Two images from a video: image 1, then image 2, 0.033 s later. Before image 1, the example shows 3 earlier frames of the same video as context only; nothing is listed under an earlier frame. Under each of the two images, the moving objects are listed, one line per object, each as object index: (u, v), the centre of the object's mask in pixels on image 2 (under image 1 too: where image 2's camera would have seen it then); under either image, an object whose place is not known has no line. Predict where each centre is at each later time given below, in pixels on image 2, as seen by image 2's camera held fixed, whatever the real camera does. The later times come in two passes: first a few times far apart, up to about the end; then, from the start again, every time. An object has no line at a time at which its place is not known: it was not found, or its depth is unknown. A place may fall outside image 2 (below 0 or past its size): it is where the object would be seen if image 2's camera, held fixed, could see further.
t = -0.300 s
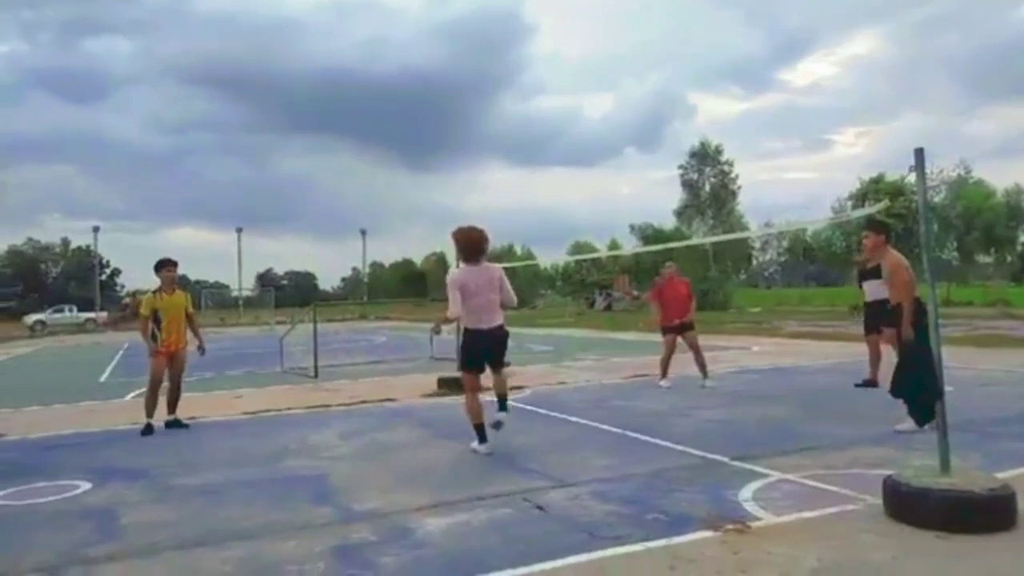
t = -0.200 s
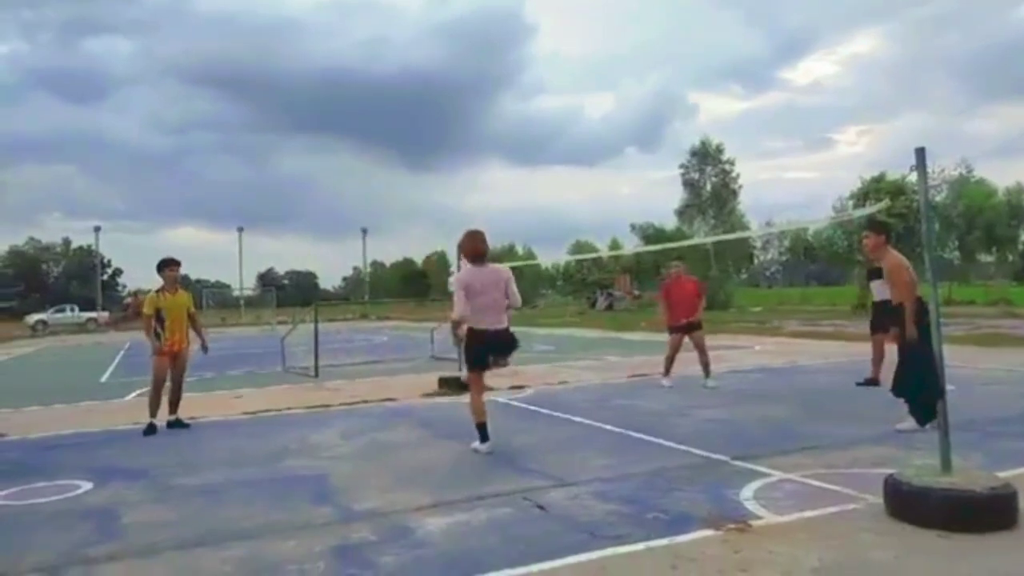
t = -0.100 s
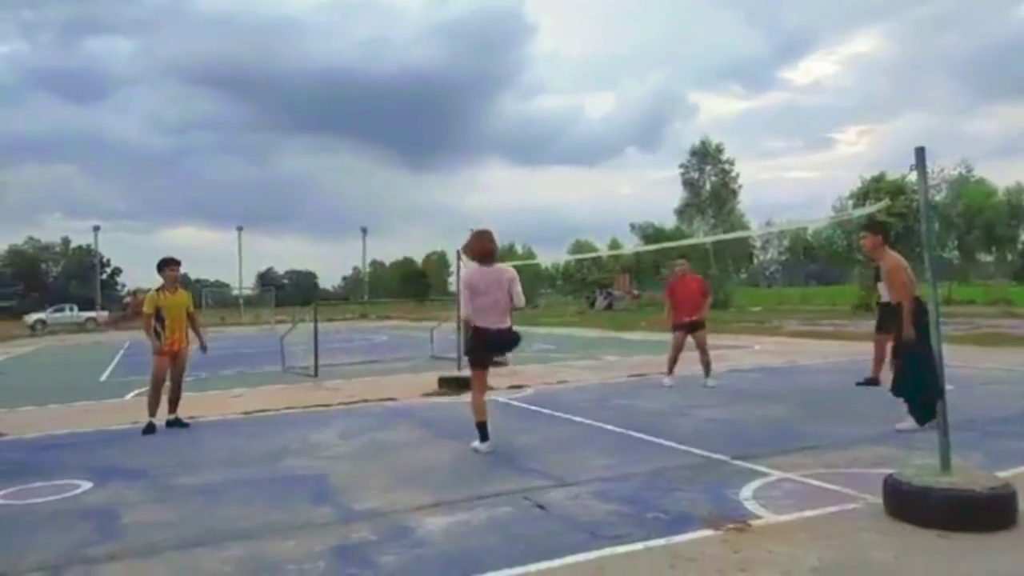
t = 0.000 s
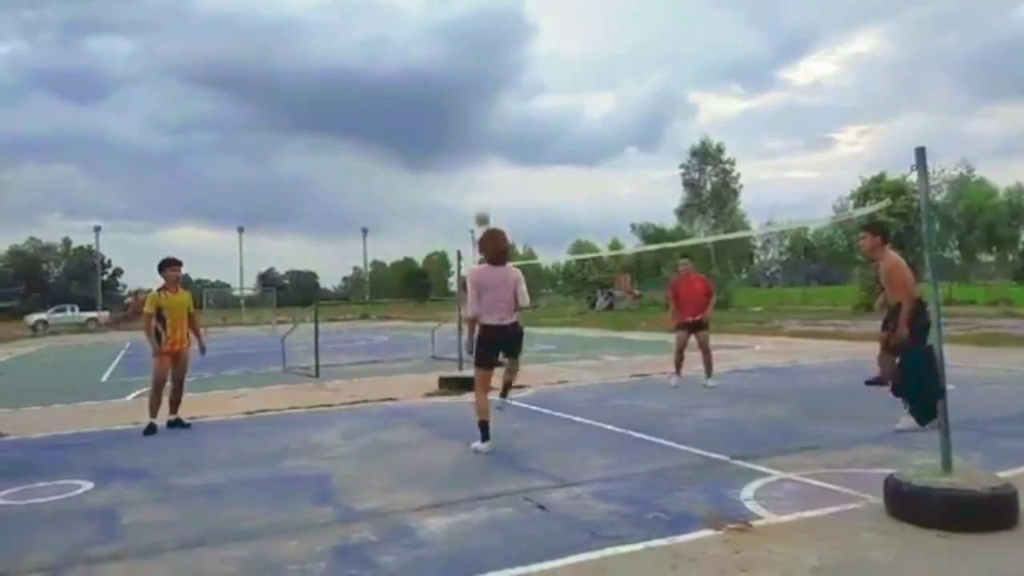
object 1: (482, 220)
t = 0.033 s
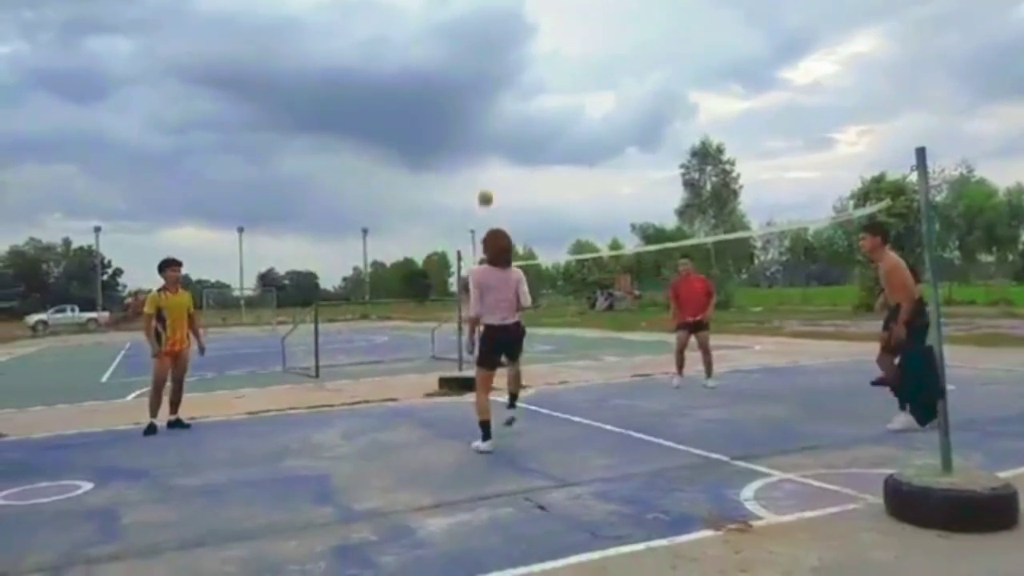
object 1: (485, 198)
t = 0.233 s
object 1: (504, 99)
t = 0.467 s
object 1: (529, 43)
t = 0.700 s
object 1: (555, 48)
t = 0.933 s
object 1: (582, 112)
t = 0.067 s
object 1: (488, 179)
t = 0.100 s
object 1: (491, 161)
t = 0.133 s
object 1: (494, 143)
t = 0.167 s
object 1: (498, 128)
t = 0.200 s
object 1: (501, 113)
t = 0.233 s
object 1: (504, 99)
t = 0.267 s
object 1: (508, 87)
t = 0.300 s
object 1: (511, 77)
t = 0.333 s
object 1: (515, 67)
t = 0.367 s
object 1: (518, 59)
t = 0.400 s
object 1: (522, 53)
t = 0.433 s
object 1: (526, 47)
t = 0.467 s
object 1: (529, 43)
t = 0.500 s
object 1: (533, 40)
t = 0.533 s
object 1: (536, 38)
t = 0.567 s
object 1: (540, 37)
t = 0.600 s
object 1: (544, 38)
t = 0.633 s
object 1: (548, 40)
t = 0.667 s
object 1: (551, 43)
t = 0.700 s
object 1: (555, 48)
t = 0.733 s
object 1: (559, 54)
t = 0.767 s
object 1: (563, 60)
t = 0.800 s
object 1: (567, 69)
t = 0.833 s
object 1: (571, 78)
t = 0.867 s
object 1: (574, 88)
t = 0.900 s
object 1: (579, 100)
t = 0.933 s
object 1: (582, 112)
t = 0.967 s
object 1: (587, 126)
